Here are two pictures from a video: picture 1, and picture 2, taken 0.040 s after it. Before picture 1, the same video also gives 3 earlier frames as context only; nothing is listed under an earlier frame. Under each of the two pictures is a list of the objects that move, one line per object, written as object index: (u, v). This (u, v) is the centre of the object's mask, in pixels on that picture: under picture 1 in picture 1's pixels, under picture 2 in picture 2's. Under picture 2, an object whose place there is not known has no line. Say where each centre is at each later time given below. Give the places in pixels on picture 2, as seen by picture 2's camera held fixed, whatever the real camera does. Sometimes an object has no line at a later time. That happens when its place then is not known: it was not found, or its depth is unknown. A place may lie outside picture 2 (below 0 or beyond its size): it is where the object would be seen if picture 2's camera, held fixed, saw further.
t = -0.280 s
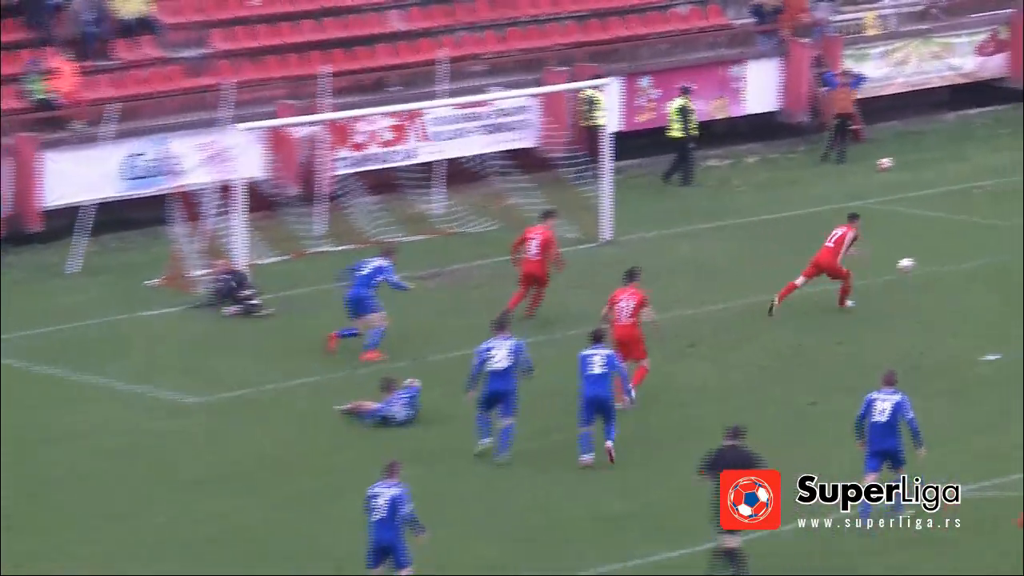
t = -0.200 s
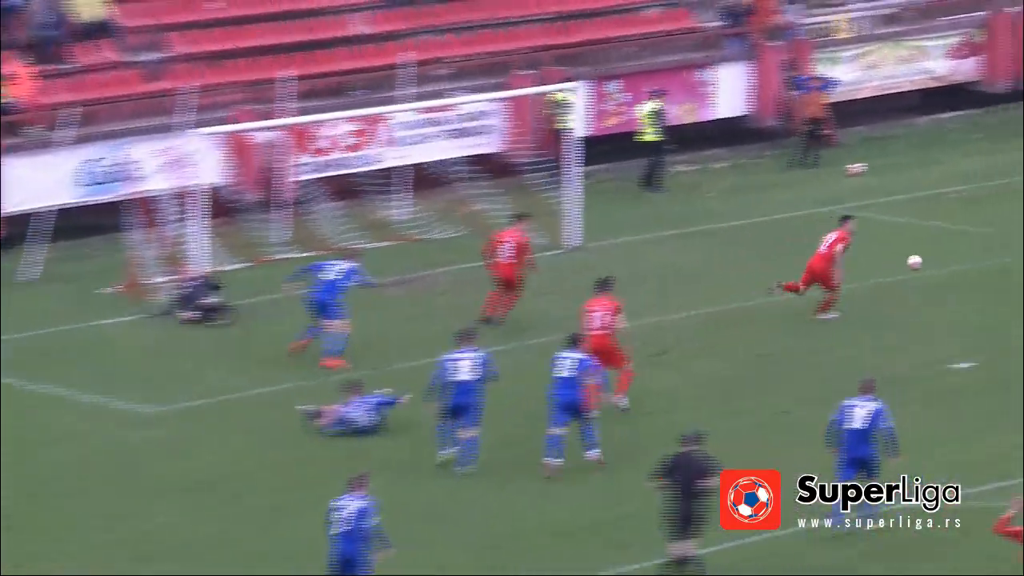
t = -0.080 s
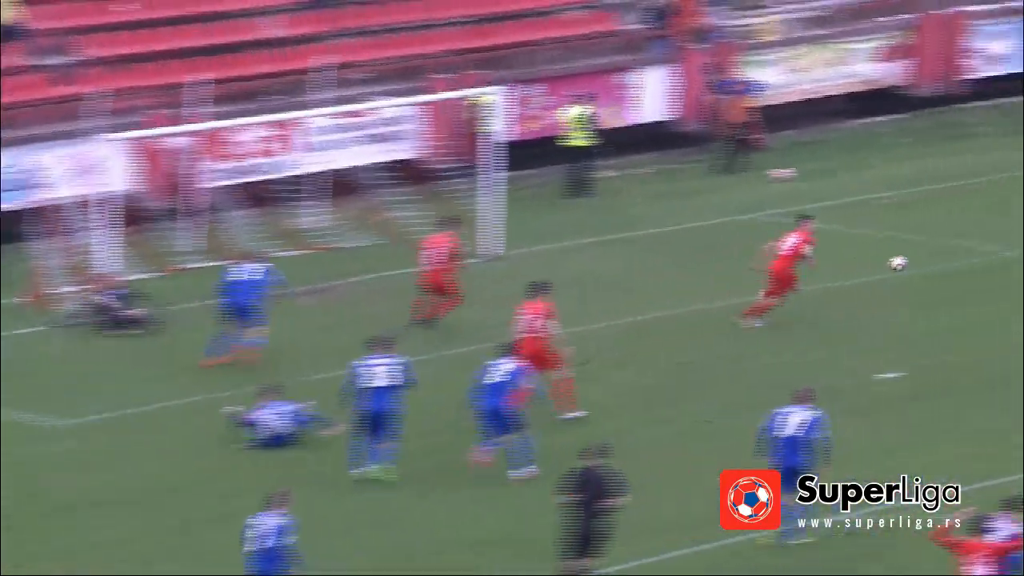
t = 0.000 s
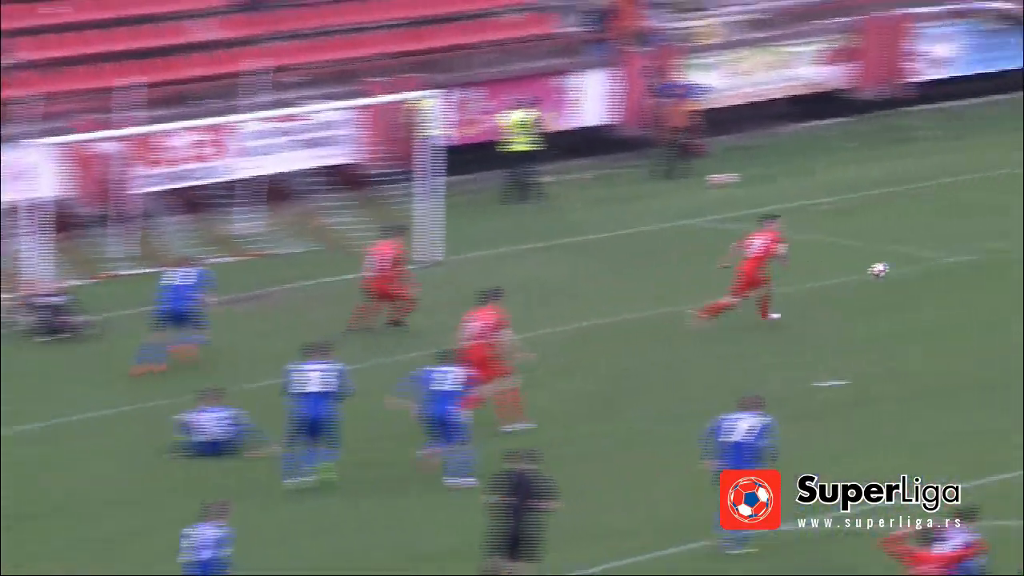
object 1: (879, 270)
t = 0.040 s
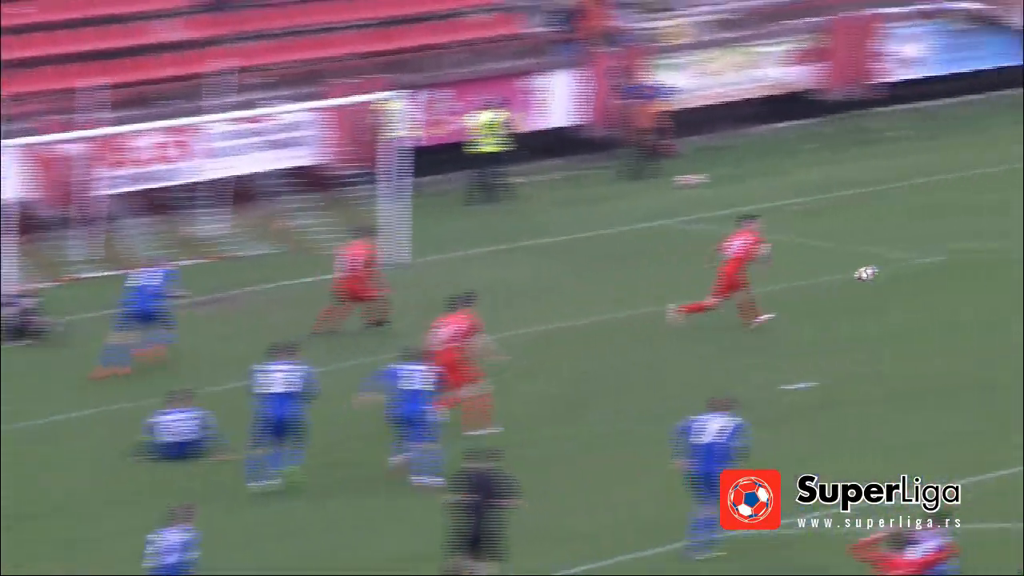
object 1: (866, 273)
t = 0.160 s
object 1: (920, 289)
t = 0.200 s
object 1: (938, 297)
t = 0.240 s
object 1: (956, 304)
